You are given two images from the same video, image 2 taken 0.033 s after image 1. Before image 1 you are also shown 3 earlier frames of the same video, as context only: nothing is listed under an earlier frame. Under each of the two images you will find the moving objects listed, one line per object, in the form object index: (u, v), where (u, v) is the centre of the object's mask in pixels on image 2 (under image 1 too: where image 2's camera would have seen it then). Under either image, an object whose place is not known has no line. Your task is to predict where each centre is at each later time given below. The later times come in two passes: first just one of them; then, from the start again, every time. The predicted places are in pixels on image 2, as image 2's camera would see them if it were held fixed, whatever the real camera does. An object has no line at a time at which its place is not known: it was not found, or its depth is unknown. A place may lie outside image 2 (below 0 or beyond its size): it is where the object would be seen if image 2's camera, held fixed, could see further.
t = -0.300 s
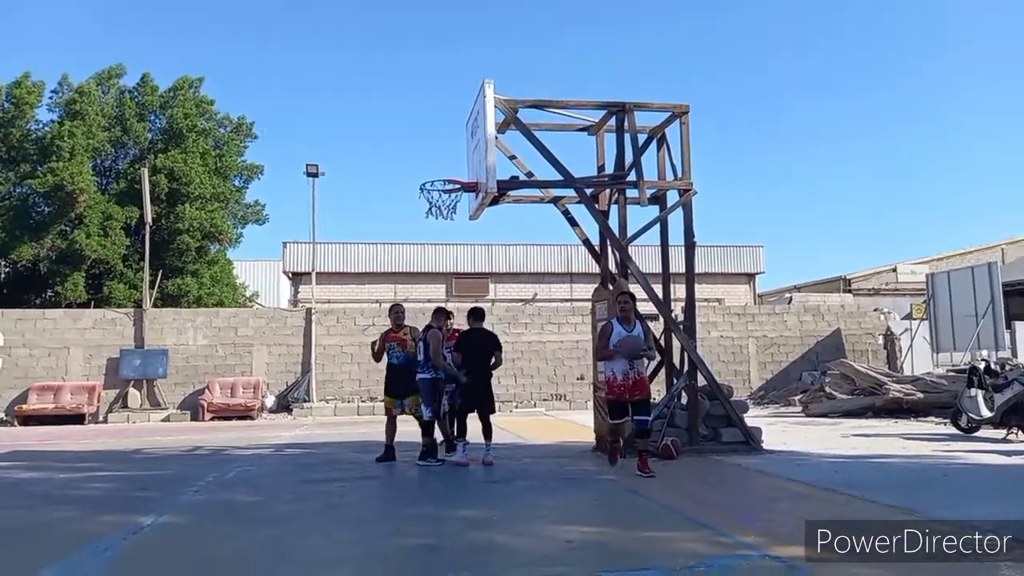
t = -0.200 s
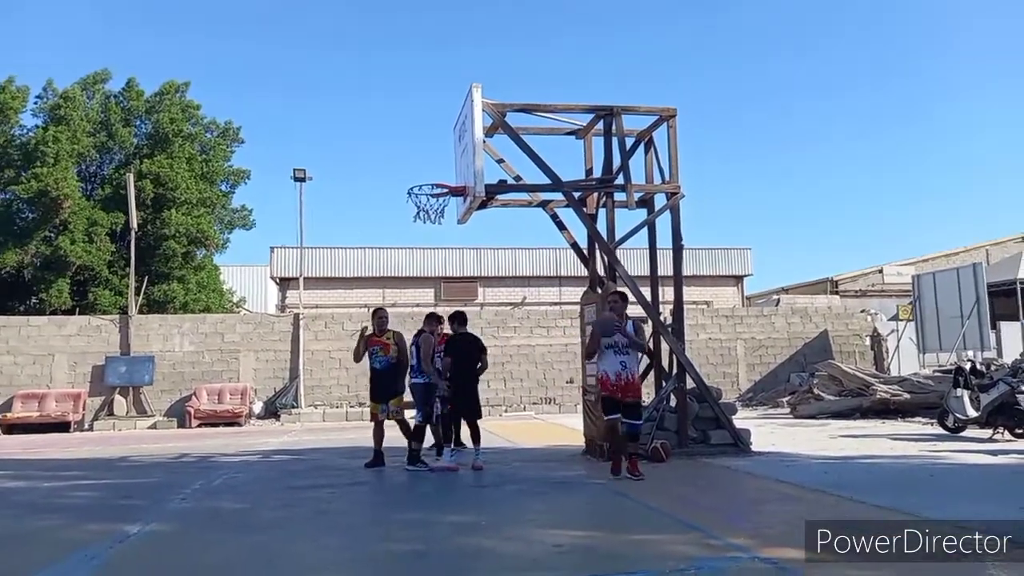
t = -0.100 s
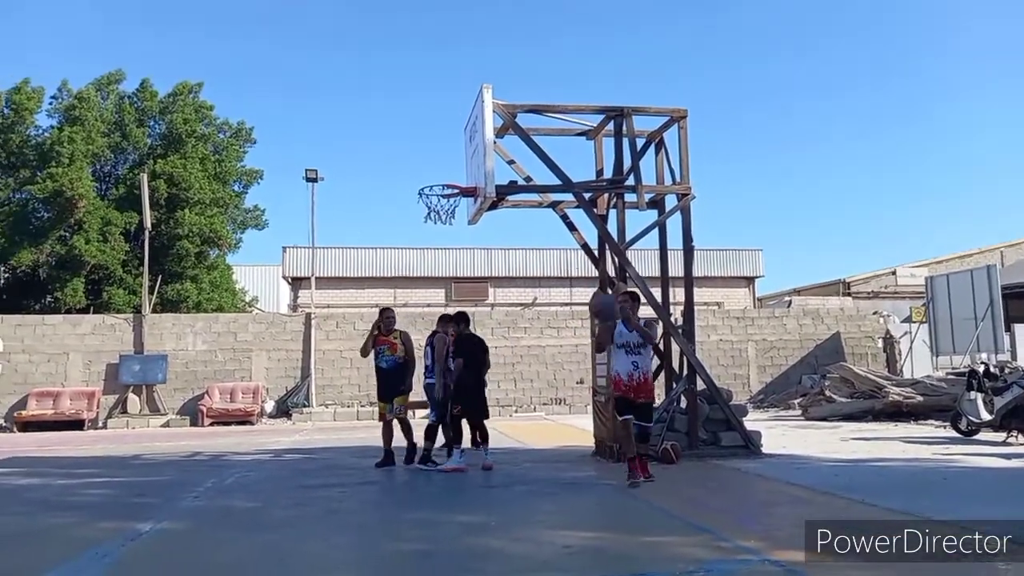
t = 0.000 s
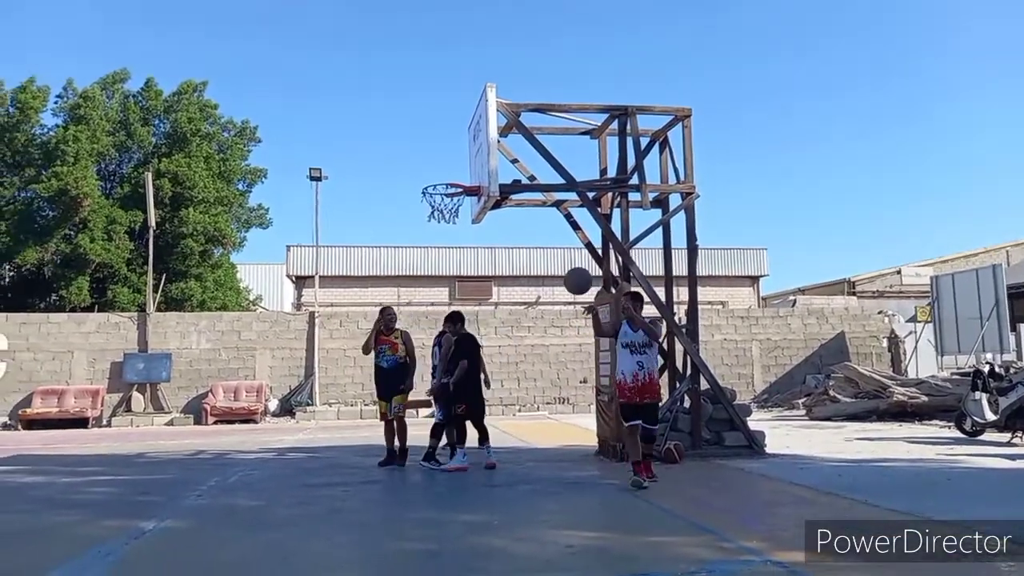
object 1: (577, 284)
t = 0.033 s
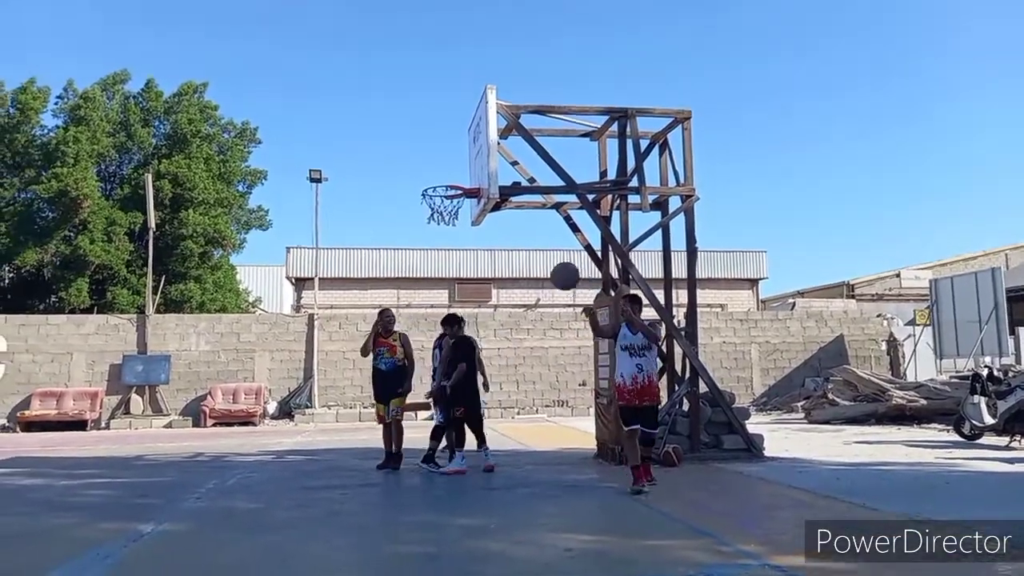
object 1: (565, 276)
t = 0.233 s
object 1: (478, 258)
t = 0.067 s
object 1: (553, 270)
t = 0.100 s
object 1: (539, 265)
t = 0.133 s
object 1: (524, 262)
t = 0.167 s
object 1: (509, 259)
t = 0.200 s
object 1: (493, 258)
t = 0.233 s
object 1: (478, 258)
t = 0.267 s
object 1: (461, 260)
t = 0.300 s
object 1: (442, 264)
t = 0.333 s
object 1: (422, 269)
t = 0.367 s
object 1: (401, 276)
